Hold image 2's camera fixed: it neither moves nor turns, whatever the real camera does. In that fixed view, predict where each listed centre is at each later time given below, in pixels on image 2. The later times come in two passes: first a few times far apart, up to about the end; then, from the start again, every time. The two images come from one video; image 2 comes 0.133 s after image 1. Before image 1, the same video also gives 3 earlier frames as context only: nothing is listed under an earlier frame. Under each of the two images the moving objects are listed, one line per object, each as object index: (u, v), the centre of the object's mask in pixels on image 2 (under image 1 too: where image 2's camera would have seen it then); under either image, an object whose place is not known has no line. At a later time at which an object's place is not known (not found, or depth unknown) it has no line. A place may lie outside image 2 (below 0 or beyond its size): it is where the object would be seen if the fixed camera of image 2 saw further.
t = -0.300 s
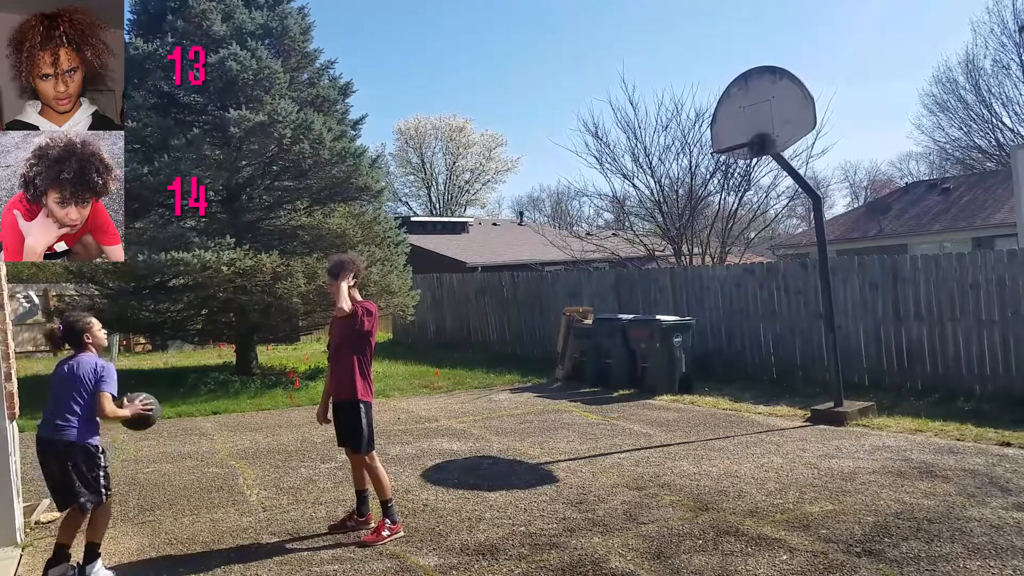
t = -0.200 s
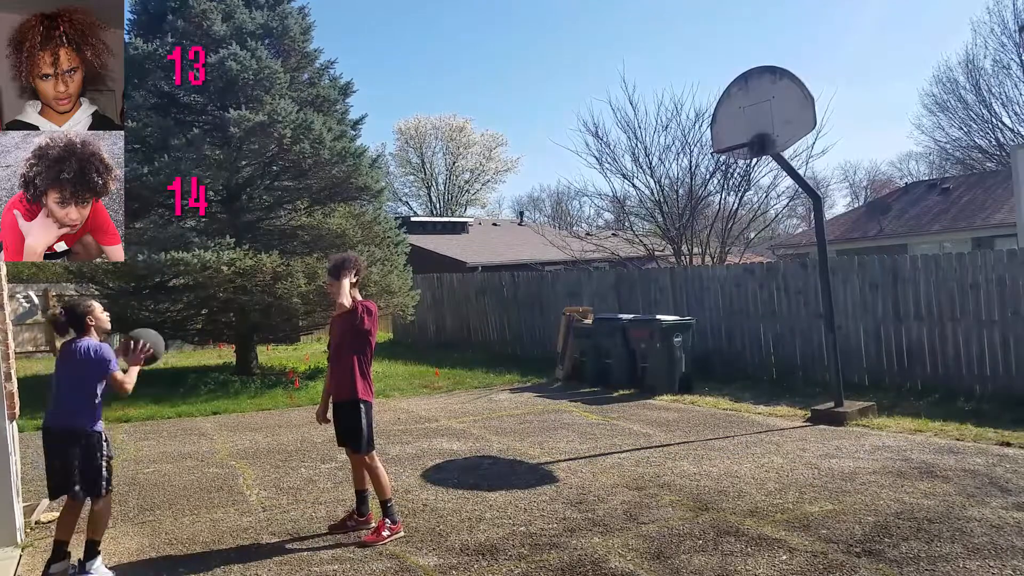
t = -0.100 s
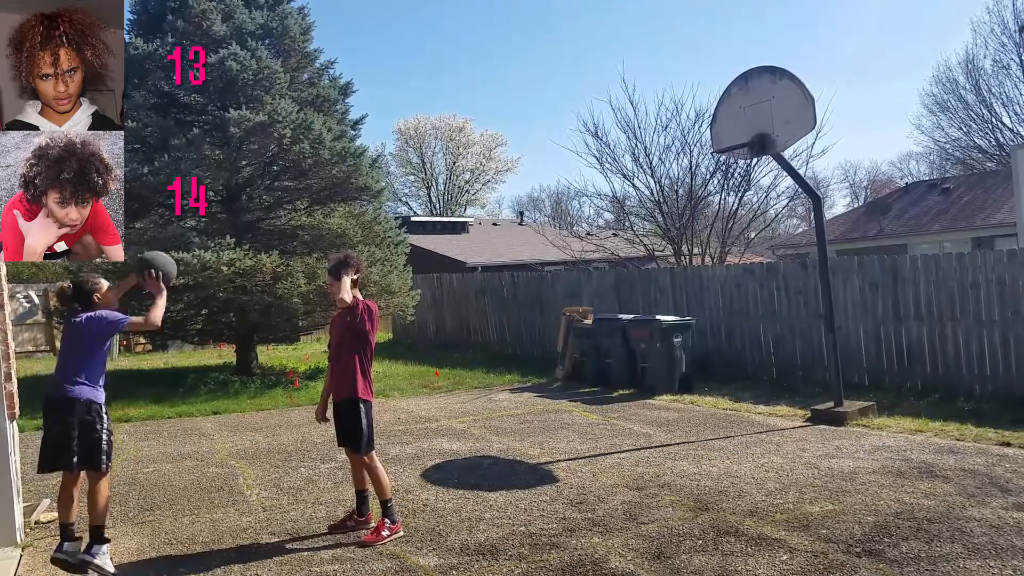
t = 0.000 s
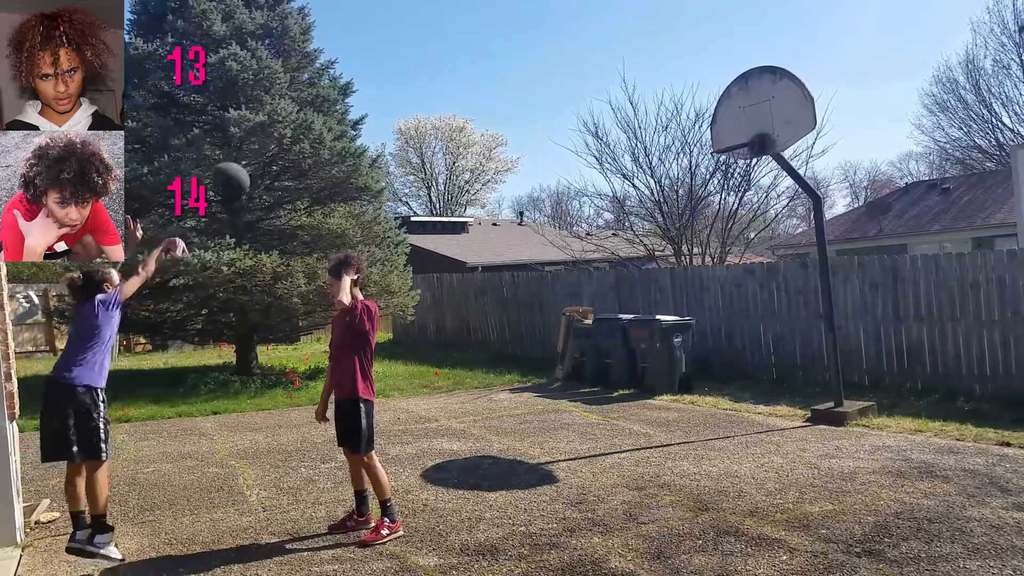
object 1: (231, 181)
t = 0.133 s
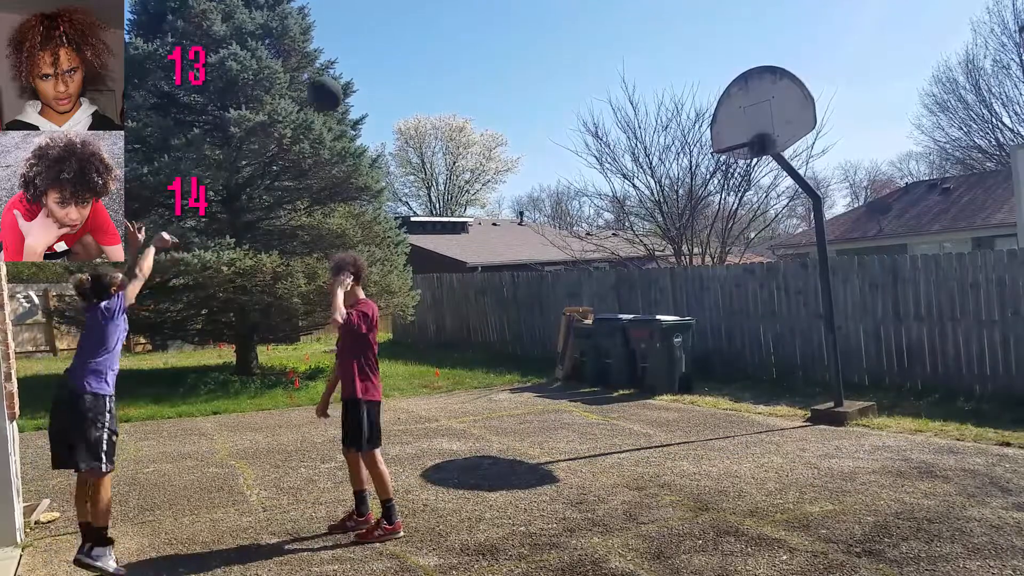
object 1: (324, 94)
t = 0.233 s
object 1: (387, 51)
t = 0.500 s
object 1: (526, 12)
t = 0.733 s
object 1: (627, 44)
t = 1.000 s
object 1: (725, 138)
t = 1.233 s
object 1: (746, 163)
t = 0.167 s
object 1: (347, 78)
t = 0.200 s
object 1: (368, 64)
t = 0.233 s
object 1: (387, 51)
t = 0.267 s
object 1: (406, 40)
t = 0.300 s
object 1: (425, 31)
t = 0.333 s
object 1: (443, 24)
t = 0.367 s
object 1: (460, 18)
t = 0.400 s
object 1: (478, 15)
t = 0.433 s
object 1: (494, 13)
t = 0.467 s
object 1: (510, 12)
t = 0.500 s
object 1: (526, 12)
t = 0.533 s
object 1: (542, 13)
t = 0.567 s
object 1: (557, 14)
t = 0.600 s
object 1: (571, 18)
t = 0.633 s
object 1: (586, 23)
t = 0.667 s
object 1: (600, 29)
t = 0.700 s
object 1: (614, 36)
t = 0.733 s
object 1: (627, 44)
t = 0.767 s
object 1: (640, 53)
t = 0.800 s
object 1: (654, 63)
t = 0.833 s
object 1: (666, 73)
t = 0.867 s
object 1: (678, 84)
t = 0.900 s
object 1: (690, 96)
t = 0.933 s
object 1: (702, 110)
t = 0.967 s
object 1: (714, 123)
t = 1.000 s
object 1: (725, 138)
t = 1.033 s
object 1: (736, 153)
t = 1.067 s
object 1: (743, 162)
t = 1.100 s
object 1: (745, 163)
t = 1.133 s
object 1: (745, 162)
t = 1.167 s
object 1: (745, 161)
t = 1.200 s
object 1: (746, 161)
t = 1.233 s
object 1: (746, 163)
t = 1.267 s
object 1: (746, 164)
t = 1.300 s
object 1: (747, 168)
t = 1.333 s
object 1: (747, 173)
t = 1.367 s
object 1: (746, 178)
